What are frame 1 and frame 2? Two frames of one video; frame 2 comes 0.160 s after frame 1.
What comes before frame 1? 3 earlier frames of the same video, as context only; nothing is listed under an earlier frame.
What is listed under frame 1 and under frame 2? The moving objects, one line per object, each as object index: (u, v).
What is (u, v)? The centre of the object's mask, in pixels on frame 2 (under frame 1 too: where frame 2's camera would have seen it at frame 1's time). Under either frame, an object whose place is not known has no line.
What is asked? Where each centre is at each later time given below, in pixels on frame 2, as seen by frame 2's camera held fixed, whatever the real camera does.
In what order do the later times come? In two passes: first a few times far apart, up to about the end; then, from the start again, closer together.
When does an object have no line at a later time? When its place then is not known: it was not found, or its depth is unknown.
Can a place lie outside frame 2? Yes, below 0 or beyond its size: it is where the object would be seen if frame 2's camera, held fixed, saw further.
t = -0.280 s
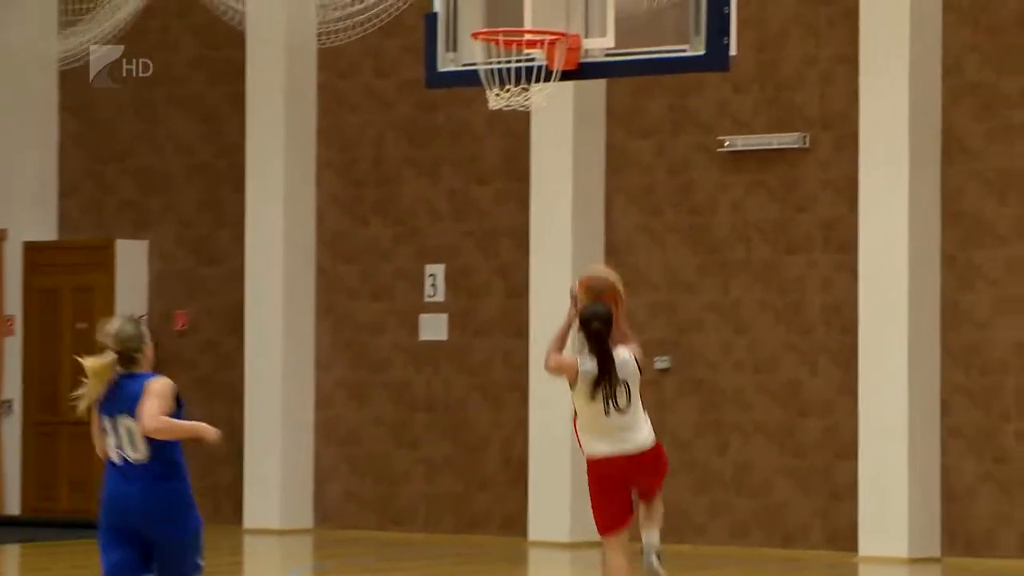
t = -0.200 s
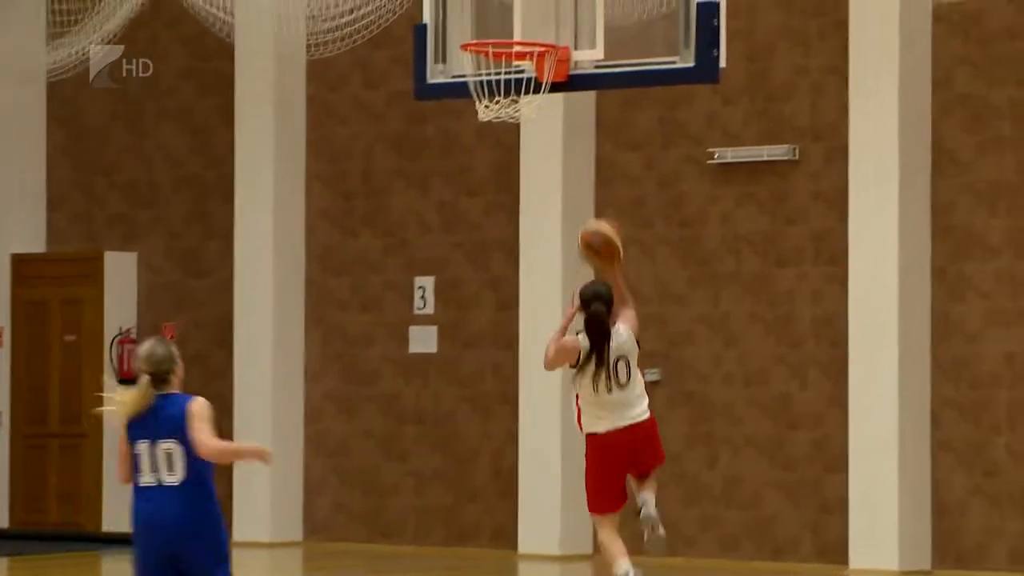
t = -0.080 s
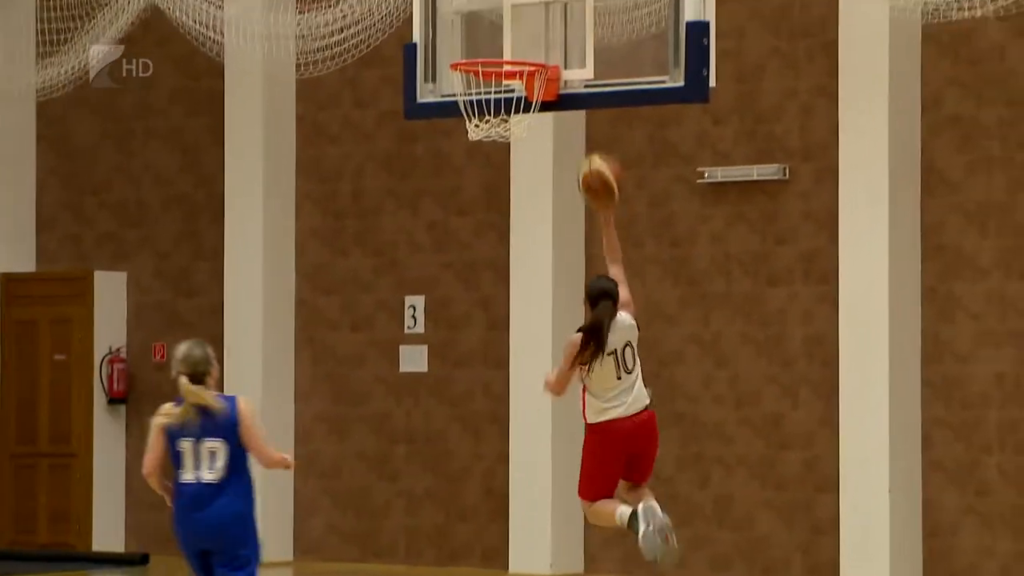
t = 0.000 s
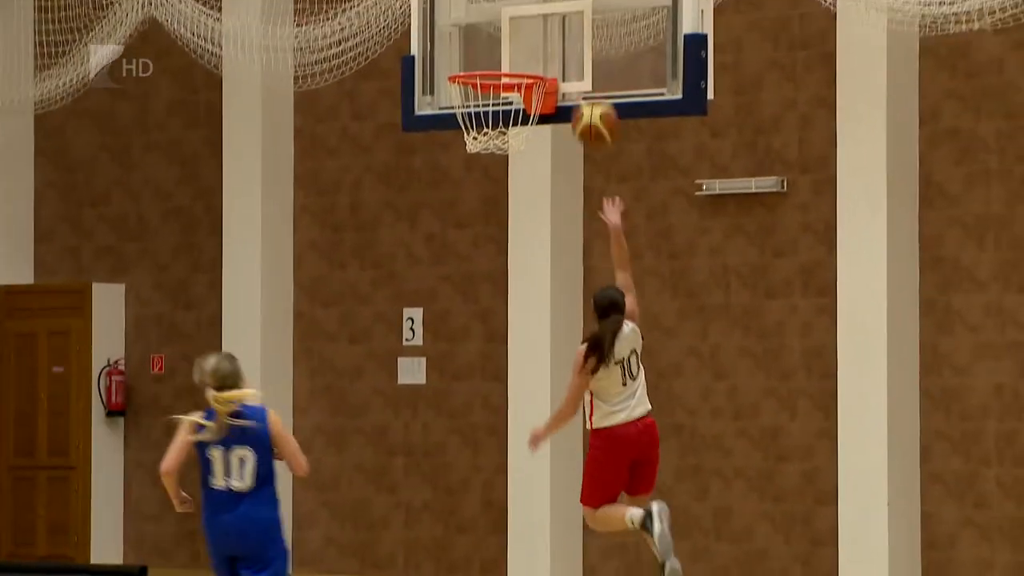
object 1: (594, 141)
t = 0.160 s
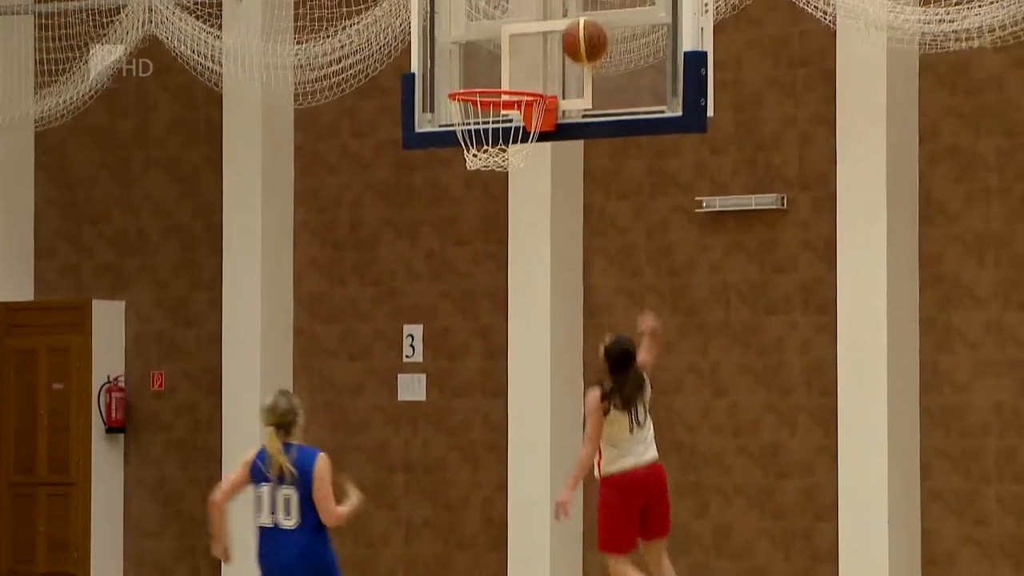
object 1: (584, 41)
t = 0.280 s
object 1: (552, 25)
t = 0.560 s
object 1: (491, 90)
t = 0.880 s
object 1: (514, 153)
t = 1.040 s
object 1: (509, 202)
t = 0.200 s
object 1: (575, 32)
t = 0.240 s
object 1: (564, 27)
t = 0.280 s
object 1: (552, 25)
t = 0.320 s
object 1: (540, 26)
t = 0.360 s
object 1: (530, 31)
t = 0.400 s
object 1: (519, 38)
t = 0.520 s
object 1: (486, 74)
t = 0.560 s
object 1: (491, 90)
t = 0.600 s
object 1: (494, 102)
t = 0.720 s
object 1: (511, 139)
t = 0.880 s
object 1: (514, 153)
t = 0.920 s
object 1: (512, 160)
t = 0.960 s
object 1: (512, 171)
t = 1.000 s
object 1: (511, 185)
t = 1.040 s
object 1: (509, 202)
